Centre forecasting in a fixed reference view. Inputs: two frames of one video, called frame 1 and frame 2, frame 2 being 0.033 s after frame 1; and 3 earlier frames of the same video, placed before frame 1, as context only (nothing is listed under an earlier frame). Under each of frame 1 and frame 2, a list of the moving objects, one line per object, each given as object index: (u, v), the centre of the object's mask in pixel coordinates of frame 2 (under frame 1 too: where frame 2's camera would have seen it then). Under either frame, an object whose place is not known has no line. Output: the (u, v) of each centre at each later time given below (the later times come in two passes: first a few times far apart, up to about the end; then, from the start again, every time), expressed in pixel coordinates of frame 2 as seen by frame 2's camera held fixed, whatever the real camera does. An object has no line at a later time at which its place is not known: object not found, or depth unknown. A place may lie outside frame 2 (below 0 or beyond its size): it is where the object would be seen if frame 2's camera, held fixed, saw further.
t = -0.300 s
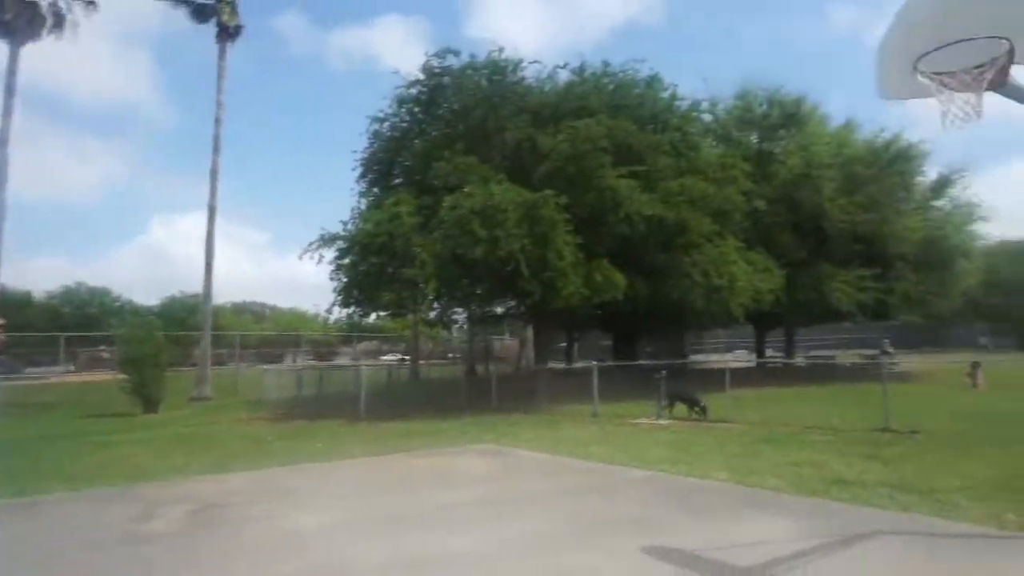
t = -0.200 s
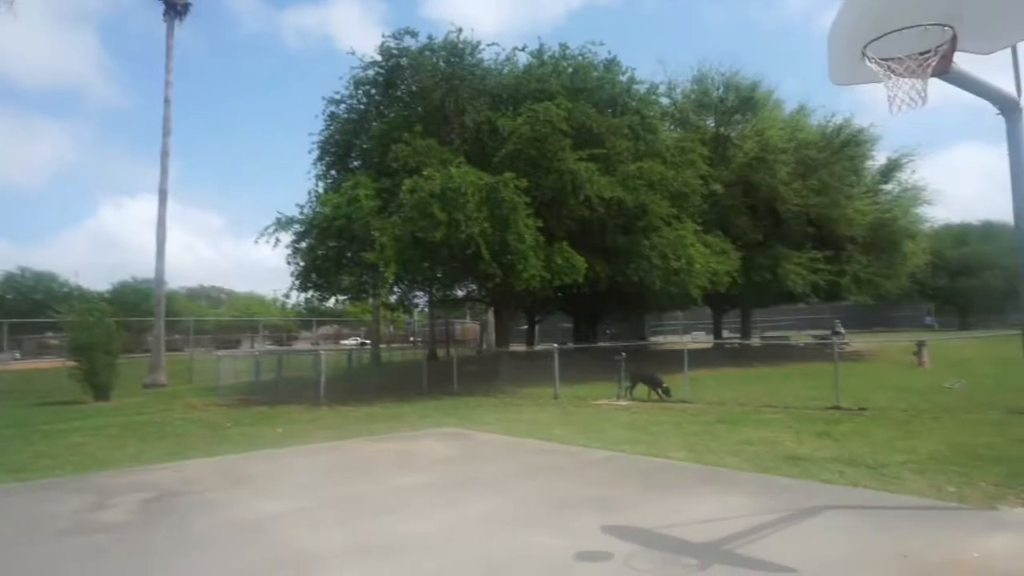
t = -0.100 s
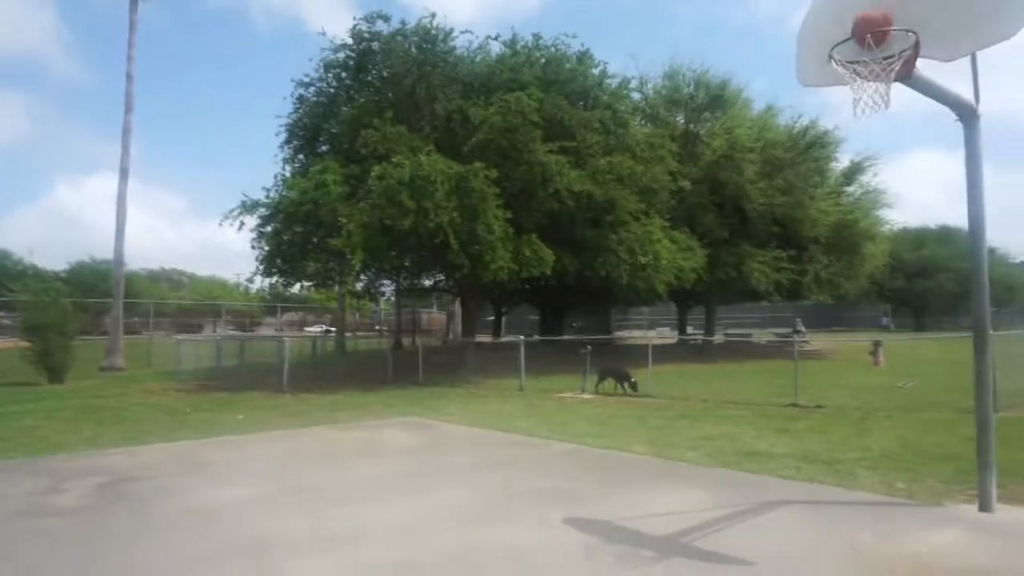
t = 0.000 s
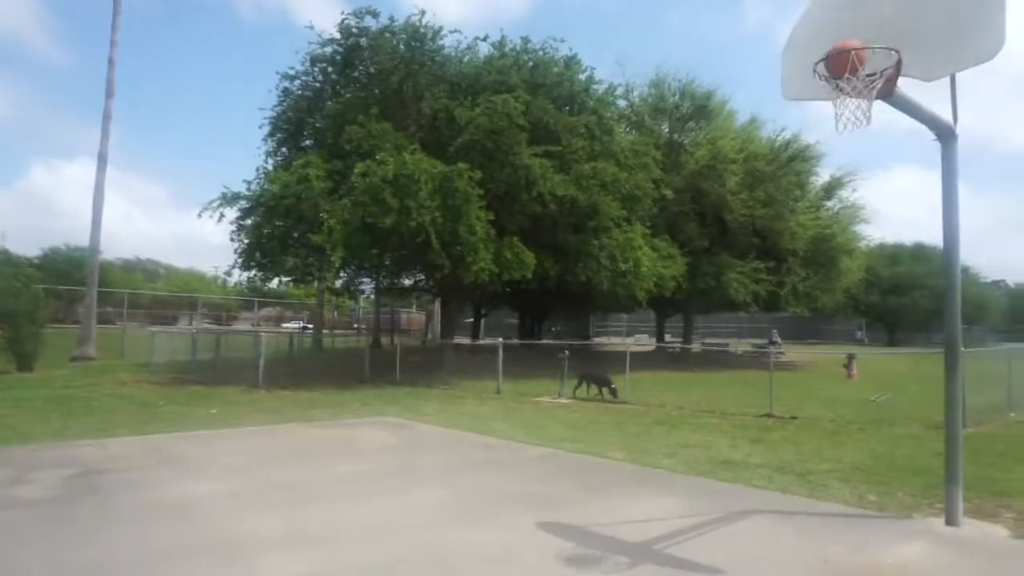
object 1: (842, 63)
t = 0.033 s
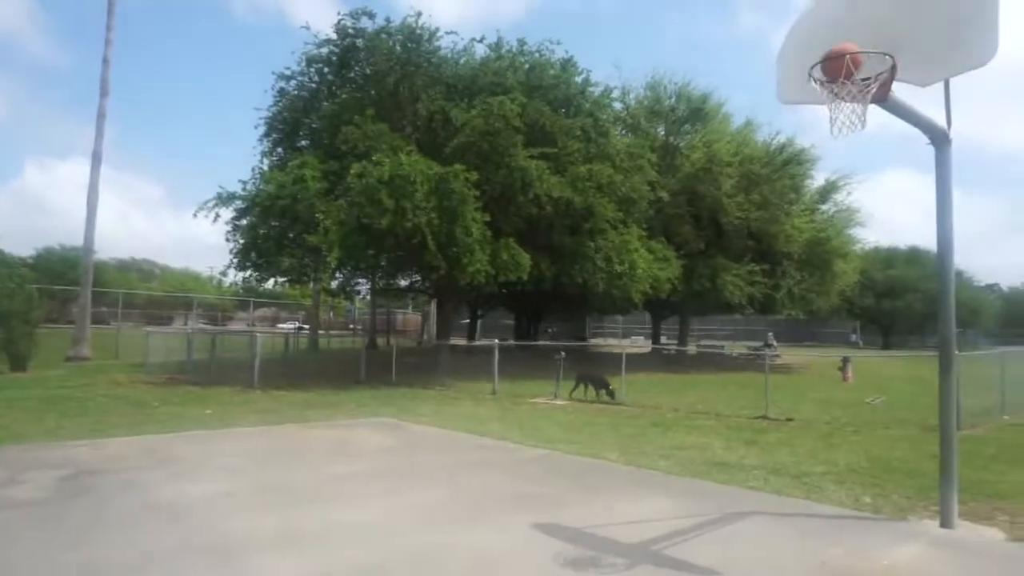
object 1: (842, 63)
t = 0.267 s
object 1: (829, 58)
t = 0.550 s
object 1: (848, 35)
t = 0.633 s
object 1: (850, 35)
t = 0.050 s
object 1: (848, 63)
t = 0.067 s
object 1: (854, 63)
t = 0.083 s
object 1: (861, 63)
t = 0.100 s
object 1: (866, 65)
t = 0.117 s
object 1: (868, 64)
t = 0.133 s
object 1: (865, 65)
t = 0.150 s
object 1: (862, 64)
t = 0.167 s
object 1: (855, 63)
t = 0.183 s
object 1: (848, 63)
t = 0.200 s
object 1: (841, 63)
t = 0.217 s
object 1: (834, 63)
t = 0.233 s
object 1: (829, 63)
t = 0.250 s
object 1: (828, 62)
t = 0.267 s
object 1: (829, 58)
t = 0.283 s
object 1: (830, 55)
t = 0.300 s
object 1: (833, 51)
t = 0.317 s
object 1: (834, 49)
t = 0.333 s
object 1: (835, 46)
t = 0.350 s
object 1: (836, 44)
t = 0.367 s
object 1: (837, 42)
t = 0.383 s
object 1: (839, 40)
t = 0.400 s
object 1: (841, 40)
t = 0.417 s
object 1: (842, 39)
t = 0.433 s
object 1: (843, 38)
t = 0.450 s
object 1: (845, 39)
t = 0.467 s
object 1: (846, 40)
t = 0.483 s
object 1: (847, 41)
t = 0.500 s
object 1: (847, 40)
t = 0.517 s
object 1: (847, 38)
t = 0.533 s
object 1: (848, 37)
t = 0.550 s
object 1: (848, 35)
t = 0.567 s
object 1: (848, 35)
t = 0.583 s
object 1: (849, 34)
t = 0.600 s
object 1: (849, 34)
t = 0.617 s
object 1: (849, 34)
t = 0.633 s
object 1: (850, 35)
